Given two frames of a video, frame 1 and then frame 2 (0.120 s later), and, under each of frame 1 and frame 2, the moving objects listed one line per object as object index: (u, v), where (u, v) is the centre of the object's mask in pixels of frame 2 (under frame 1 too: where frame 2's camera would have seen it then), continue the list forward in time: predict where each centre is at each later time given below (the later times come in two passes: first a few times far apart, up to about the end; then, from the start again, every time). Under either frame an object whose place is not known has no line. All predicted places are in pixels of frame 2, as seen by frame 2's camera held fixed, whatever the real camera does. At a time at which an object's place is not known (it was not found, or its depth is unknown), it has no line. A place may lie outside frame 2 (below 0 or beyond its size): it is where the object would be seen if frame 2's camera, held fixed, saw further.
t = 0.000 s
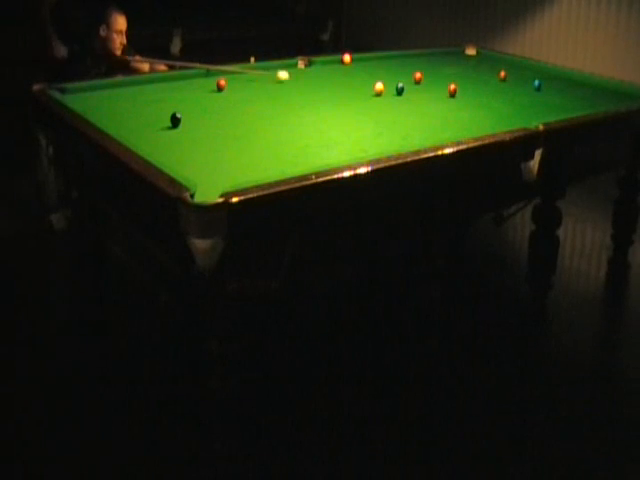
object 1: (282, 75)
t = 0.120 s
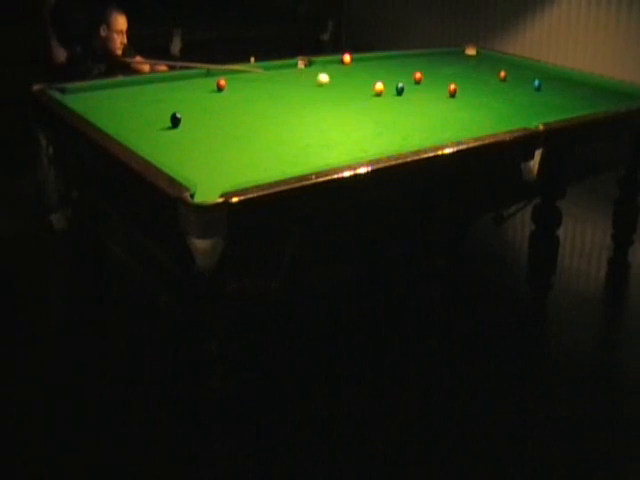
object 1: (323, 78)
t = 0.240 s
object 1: (363, 81)
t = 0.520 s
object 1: (446, 90)
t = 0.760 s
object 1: (470, 97)
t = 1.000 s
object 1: (499, 105)
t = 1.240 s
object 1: (527, 112)
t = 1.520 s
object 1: (538, 114)
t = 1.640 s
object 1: (530, 112)
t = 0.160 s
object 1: (336, 79)
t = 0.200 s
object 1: (350, 80)
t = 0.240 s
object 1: (363, 81)
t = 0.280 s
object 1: (375, 81)
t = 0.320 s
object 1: (390, 83)
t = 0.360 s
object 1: (405, 83)
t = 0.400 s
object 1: (417, 86)
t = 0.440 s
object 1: (431, 87)
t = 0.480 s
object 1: (443, 89)
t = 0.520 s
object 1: (446, 90)
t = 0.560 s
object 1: (449, 91)
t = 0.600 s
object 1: (452, 92)
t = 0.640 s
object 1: (457, 94)
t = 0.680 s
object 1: (461, 95)
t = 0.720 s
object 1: (466, 96)
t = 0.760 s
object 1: (470, 97)
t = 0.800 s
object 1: (475, 98)
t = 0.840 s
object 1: (480, 100)
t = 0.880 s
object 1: (485, 101)
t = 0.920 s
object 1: (489, 102)
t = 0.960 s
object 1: (494, 103)
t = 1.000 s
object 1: (499, 105)
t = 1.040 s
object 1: (503, 106)
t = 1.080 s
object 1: (508, 107)
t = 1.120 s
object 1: (513, 108)
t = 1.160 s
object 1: (518, 110)
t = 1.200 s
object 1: (522, 111)
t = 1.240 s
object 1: (527, 112)
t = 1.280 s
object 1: (532, 113)
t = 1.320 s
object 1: (537, 113)
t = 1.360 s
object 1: (542, 114)
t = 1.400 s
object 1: (546, 115)
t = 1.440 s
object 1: (545, 115)
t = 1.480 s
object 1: (541, 114)
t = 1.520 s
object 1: (538, 114)
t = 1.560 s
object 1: (535, 113)
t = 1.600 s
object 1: (532, 112)
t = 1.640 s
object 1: (530, 112)
